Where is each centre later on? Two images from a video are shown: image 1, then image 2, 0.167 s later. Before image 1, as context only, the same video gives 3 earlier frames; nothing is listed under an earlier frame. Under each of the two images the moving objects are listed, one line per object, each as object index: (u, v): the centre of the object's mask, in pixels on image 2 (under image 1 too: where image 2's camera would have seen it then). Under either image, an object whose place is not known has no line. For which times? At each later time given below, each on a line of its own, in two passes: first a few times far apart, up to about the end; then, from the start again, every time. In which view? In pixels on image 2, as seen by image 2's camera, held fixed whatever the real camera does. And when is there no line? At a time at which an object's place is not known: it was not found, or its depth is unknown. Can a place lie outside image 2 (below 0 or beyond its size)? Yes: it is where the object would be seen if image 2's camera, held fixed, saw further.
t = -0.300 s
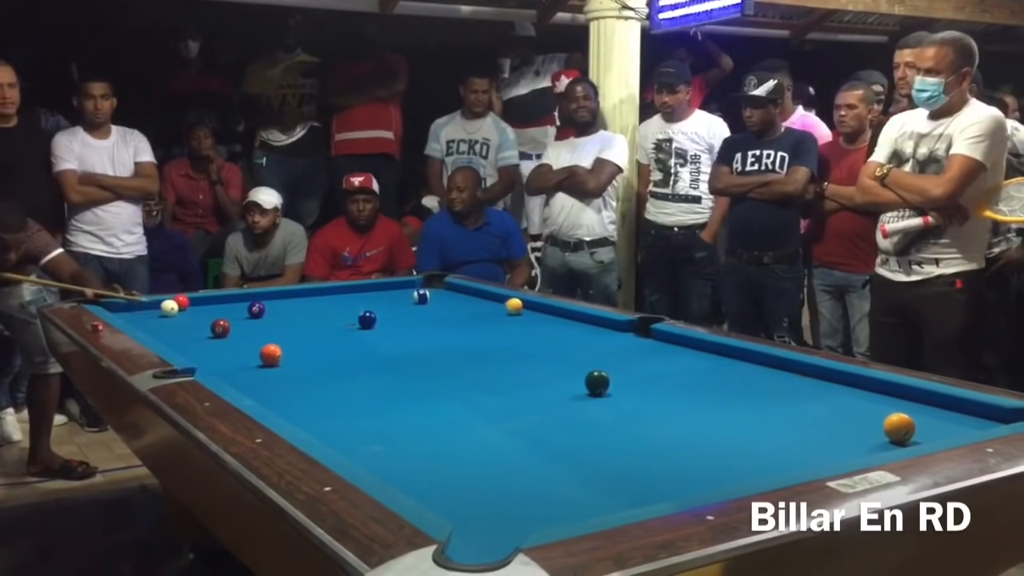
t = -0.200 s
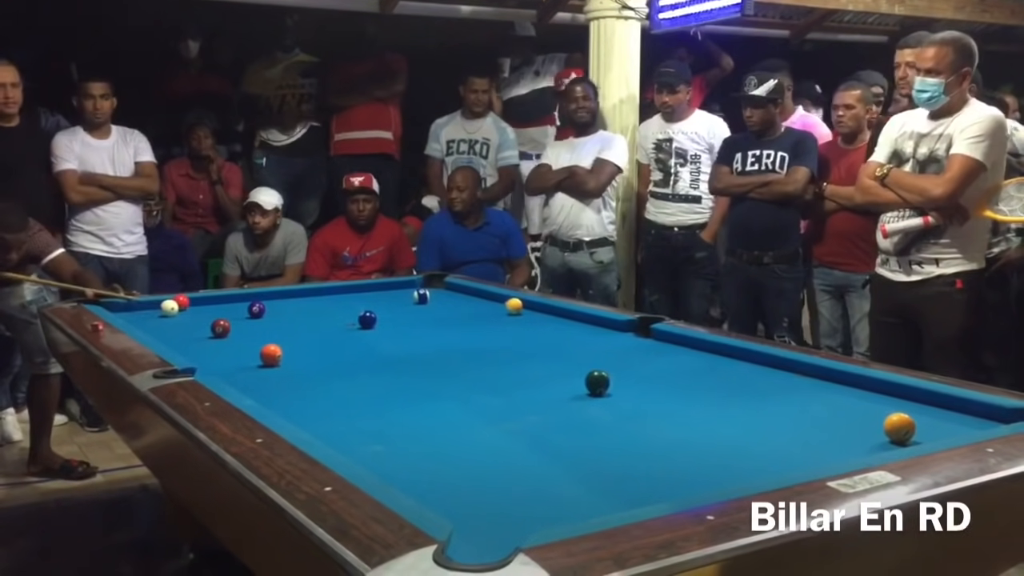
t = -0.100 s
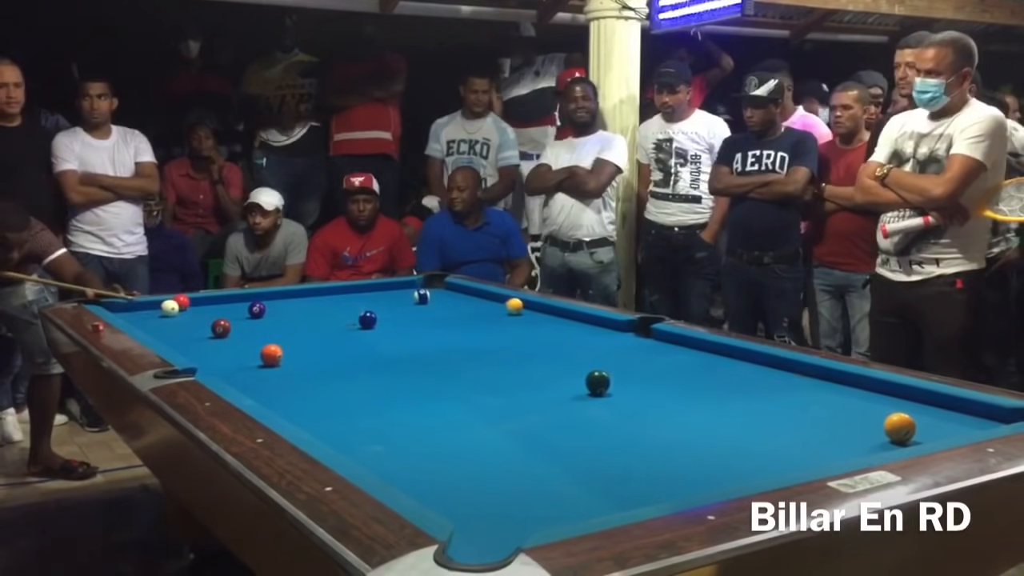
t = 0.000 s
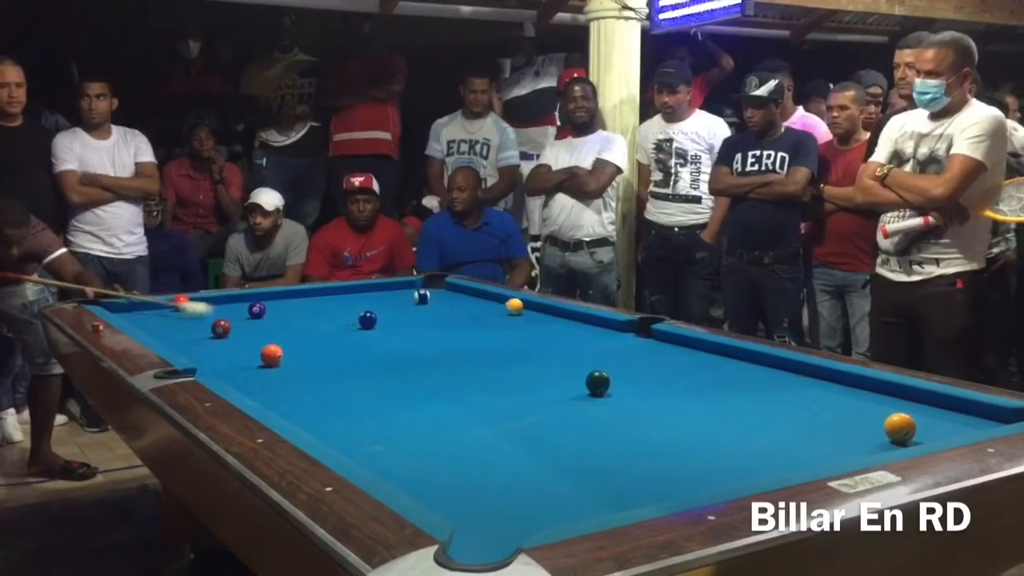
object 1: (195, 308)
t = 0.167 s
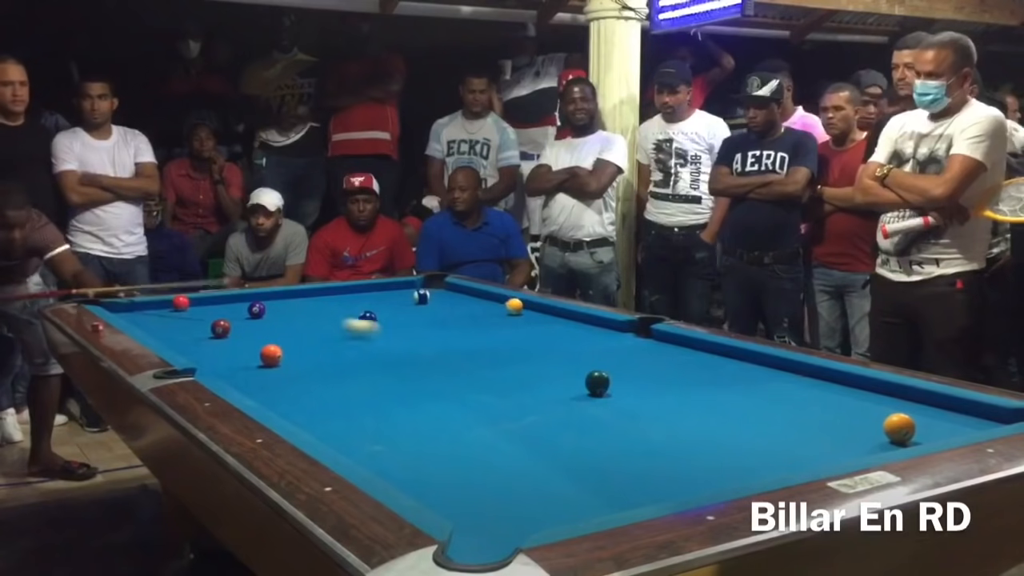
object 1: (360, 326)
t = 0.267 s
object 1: (470, 338)
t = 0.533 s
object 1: (844, 377)
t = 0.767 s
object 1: (929, 429)
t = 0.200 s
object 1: (397, 330)
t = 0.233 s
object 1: (432, 334)
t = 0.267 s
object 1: (470, 338)
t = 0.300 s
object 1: (509, 342)
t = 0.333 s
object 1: (551, 347)
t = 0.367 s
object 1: (593, 351)
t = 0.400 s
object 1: (638, 355)
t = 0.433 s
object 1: (686, 361)
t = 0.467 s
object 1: (735, 366)
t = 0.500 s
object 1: (789, 370)
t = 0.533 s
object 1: (844, 377)
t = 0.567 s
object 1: (880, 388)
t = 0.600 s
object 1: (895, 396)
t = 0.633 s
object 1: (914, 405)
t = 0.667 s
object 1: (934, 417)
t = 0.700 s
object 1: (955, 424)
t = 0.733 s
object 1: (951, 427)
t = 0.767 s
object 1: (929, 429)
